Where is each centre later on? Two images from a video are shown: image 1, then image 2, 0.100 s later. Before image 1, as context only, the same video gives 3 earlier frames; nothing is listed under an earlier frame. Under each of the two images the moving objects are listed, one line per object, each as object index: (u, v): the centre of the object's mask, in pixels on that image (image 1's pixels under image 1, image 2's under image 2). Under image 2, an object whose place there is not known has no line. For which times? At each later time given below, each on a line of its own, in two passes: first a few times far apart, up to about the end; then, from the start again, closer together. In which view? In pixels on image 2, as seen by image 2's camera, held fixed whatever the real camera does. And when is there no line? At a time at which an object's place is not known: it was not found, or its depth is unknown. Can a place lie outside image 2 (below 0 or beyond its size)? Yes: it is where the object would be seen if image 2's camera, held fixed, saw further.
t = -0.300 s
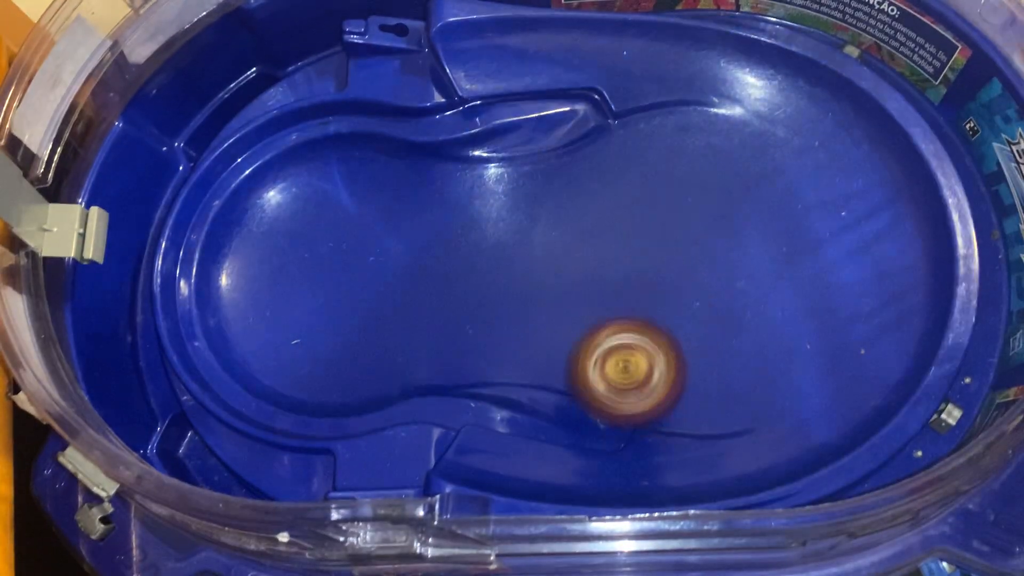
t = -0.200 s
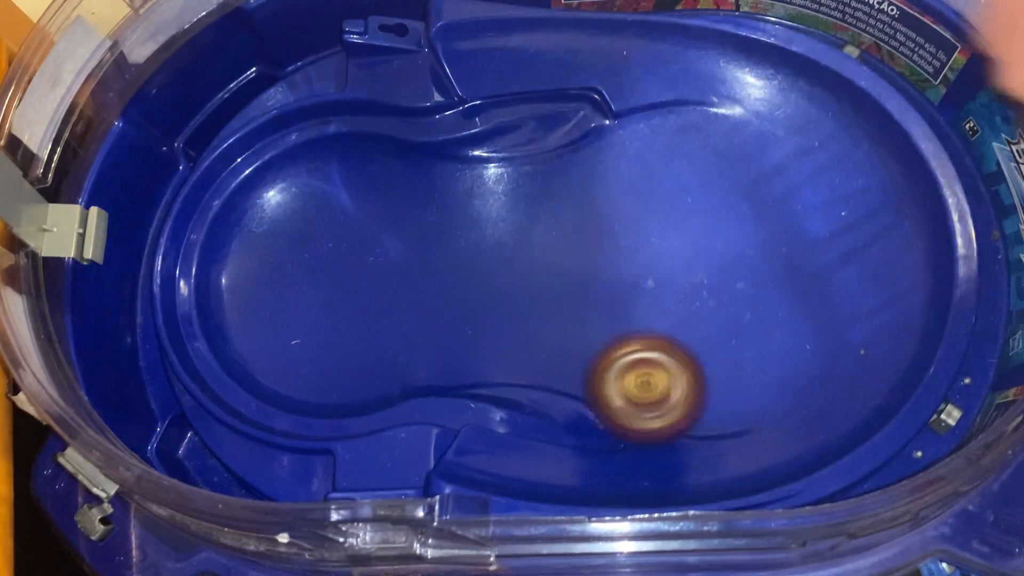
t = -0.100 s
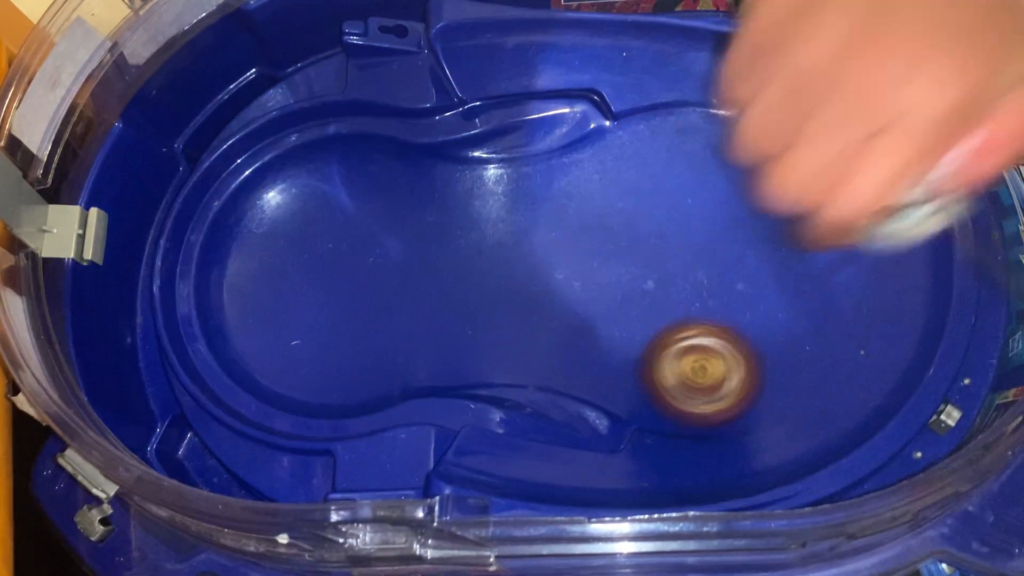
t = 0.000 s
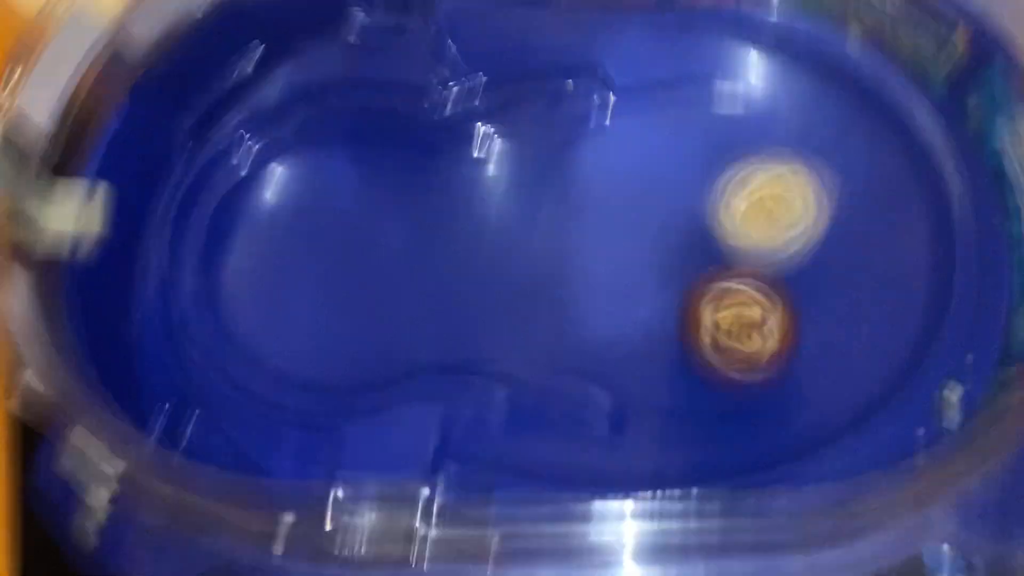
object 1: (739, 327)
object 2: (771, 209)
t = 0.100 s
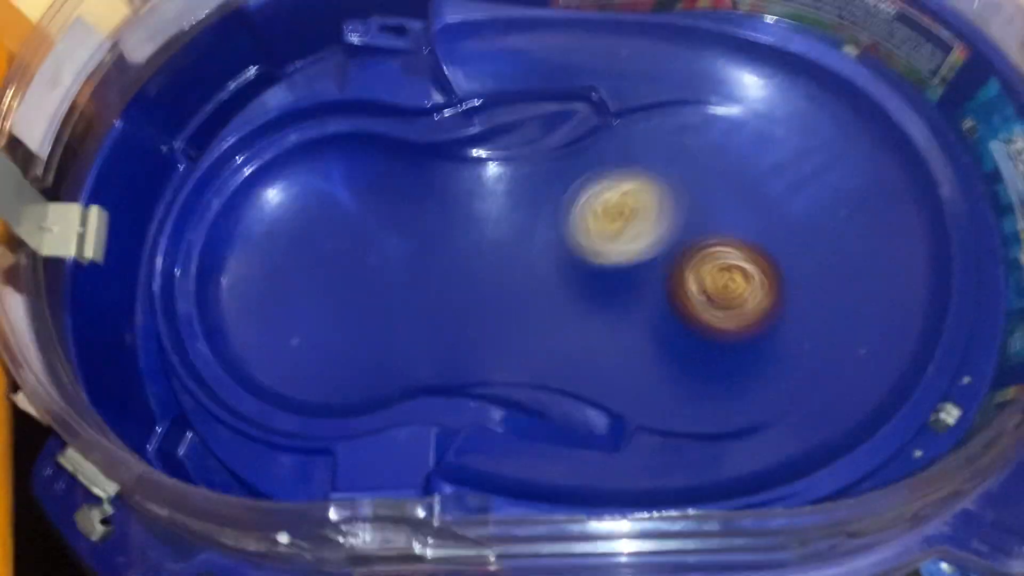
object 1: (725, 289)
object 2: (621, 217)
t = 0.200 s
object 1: (665, 230)
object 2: (502, 241)
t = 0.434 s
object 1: (469, 229)
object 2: (258, 356)
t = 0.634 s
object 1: (464, 244)
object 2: (254, 197)
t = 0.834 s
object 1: (637, 305)
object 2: (814, 110)
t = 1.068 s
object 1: (754, 204)
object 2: (958, 282)
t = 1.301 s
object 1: (604, 137)
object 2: (750, 463)
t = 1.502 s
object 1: (545, 279)
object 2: (545, 396)
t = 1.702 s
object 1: (692, 234)
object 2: (583, 344)
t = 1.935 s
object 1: (858, 160)
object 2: (619, 185)
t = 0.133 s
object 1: (711, 268)
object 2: (579, 220)
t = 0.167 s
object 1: (689, 248)
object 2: (539, 229)
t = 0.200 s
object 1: (665, 230)
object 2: (502, 241)
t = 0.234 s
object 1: (640, 217)
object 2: (465, 258)
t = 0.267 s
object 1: (614, 207)
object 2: (430, 278)
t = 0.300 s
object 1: (586, 202)
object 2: (394, 301)
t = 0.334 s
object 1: (559, 202)
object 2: (358, 327)
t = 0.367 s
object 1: (531, 206)
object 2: (319, 352)
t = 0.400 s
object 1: (502, 216)
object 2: (283, 366)
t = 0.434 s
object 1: (469, 229)
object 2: (258, 356)
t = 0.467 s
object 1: (436, 238)
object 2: (241, 345)
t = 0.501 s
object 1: (401, 247)
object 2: (246, 327)
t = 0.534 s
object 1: (370, 252)
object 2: (258, 298)
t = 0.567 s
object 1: (395, 247)
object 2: (194, 259)
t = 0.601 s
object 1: (435, 246)
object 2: (163, 212)
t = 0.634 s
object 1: (464, 244)
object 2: (254, 197)
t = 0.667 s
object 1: (494, 244)
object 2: (344, 192)
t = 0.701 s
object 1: (526, 252)
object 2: (435, 196)
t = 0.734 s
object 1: (557, 267)
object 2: (539, 179)
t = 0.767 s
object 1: (583, 283)
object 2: (635, 148)
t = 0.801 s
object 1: (610, 297)
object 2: (729, 122)
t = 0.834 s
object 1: (637, 305)
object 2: (814, 110)
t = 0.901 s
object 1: (685, 302)
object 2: (898, 121)
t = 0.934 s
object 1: (708, 291)
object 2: (926, 144)
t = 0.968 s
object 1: (727, 276)
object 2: (945, 172)
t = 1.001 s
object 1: (742, 255)
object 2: (956, 206)
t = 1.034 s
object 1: (751, 231)
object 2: (958, 241)
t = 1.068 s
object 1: (754, 204)
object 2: (958, 282)
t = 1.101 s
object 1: (749, 179)
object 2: (954, 326)
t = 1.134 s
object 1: (737, 157)
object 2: (947, 368)
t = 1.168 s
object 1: (718, 136)
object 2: (929, 408)
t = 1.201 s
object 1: (693, 123)
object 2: (893, 427)
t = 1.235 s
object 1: (664, 118)
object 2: (850, 441)
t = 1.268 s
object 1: (635, 121)
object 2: (798, 455)
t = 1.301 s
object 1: (604, 137)
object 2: (750, 463)
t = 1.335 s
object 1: (576, 162)
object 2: (704, 464)
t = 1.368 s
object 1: (554, 194)
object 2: (660, 460)
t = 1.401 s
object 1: (536, 228)
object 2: (622, 447)
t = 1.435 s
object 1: (530, 257)
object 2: (588, 426)
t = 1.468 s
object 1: (532, 285)
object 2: (565, 395)
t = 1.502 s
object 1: (545, 279)
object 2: (545, 396)
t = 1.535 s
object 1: (568, 260)
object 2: (538, 401)
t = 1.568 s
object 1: (593, 245)
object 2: (536, 403)
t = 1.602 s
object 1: (621, 237)
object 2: (540, 400)
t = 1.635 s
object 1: (648, 233)
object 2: (552, 388)
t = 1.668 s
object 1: (672, 233)
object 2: (567, 367)
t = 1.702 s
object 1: (692, 234)
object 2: (583, 344)
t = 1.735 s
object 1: (711, 232)
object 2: (600, 323)
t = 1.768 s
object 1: (729, 228)
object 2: (616, 298)
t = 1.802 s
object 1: (748, 219)
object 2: (634, 273)
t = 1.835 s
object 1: (764, 207)
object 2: (648, 249)
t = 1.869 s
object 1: (778, 193)
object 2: (663, 225)
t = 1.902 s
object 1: (817, 178)
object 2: (647, 204)
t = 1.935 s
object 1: (858, 160)
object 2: (619, 185)
